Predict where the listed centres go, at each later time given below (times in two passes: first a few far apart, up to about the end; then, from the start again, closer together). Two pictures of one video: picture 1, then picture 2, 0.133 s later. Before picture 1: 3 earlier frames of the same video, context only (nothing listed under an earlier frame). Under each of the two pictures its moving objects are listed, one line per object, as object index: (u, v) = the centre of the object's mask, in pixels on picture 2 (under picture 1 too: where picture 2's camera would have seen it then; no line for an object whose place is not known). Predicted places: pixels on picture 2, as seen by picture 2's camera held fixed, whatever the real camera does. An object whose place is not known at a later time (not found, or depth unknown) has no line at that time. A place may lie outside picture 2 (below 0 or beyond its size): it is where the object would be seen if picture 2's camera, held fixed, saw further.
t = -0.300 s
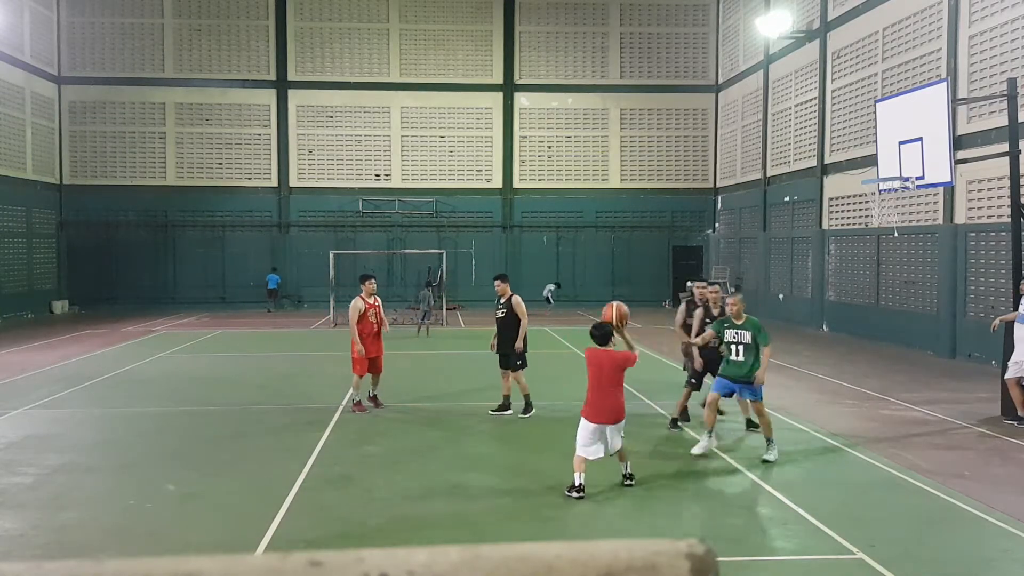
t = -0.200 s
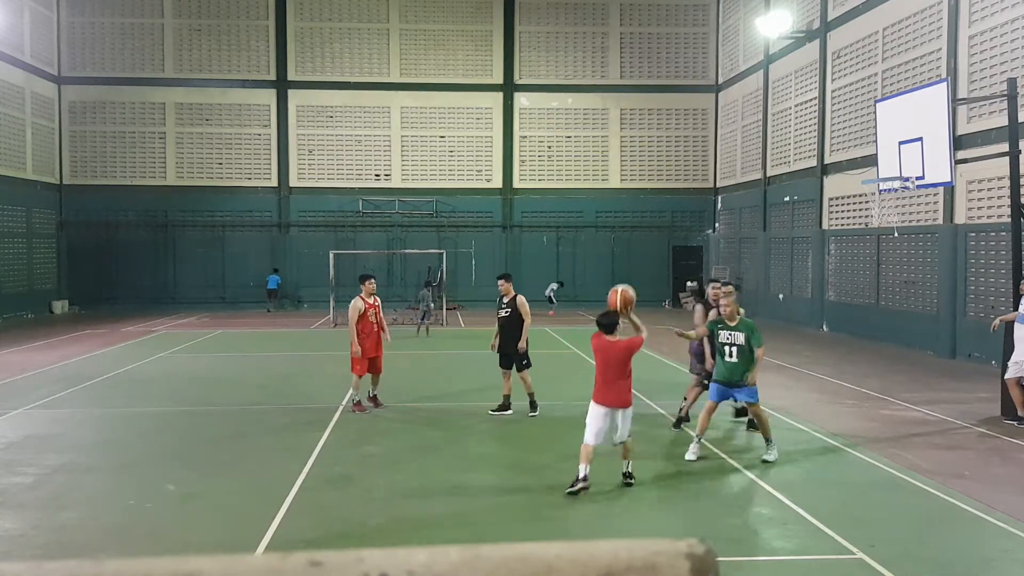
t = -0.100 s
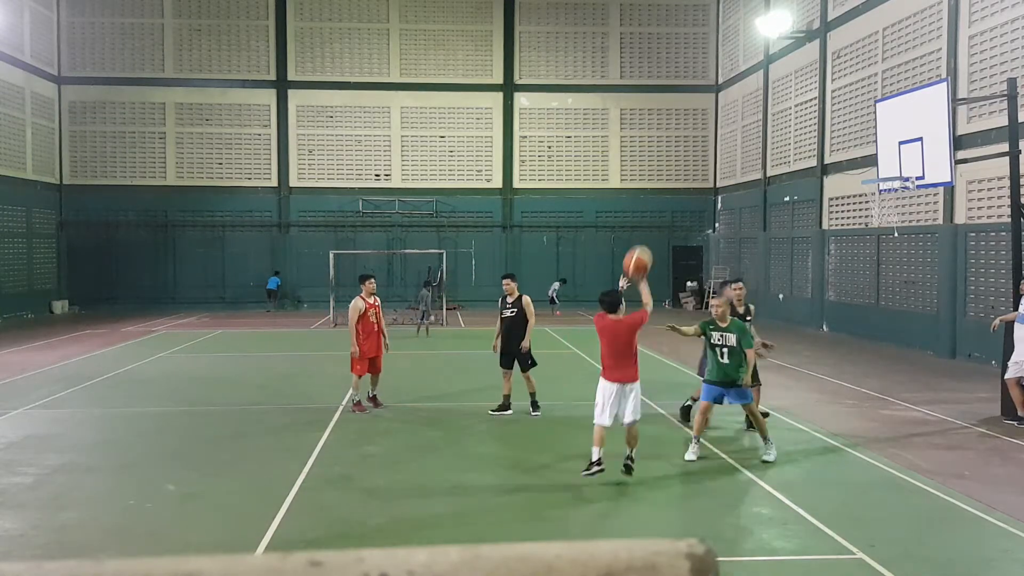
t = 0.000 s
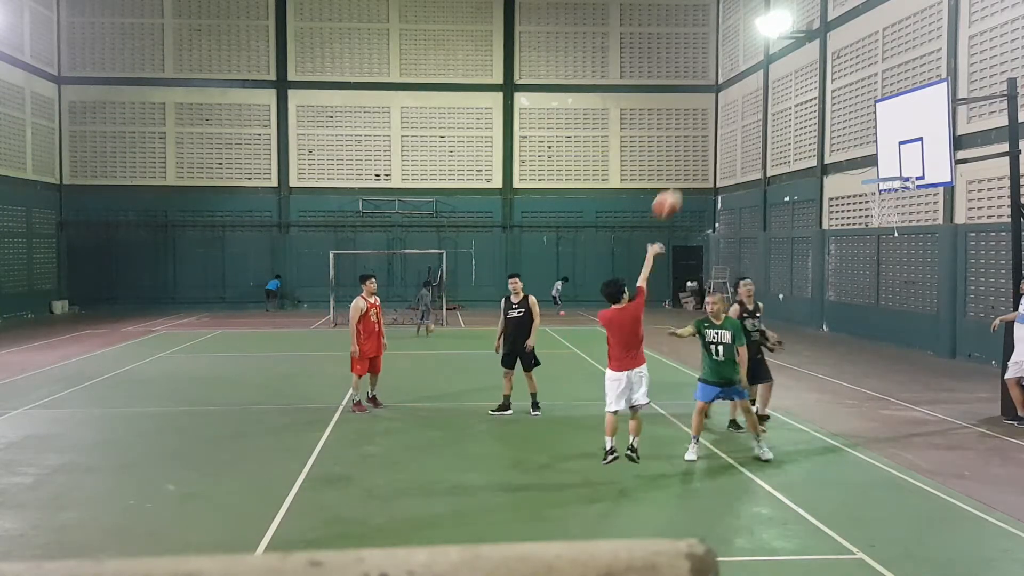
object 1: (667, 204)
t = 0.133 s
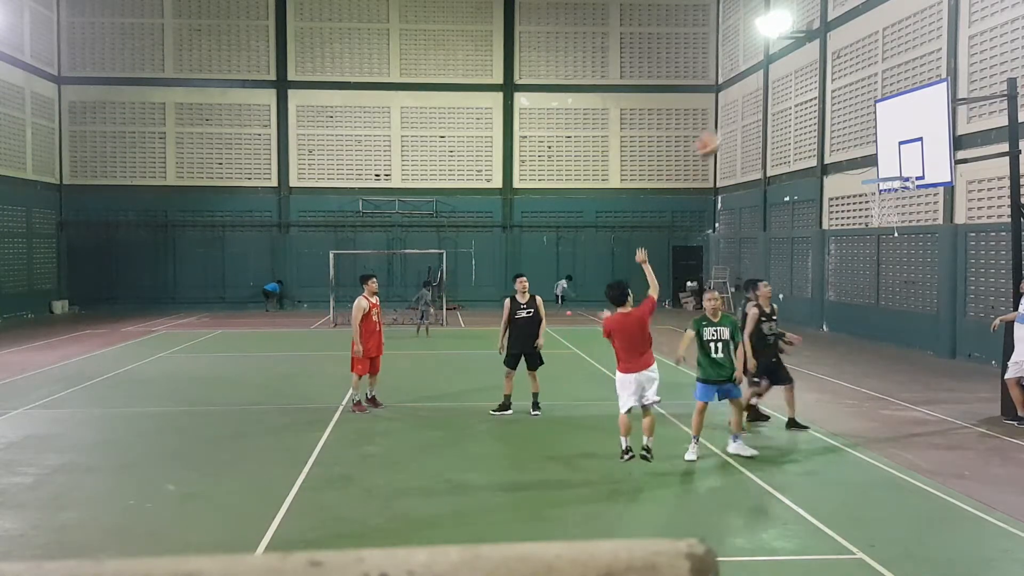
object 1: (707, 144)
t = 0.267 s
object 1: (744, 106)
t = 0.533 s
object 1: (807, 86)
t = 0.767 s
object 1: (852, 120)
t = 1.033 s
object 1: (887, 145)
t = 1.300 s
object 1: (909, 98)
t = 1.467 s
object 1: (908, 98)
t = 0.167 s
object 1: (716, 133)
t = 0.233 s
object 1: (734, 114)
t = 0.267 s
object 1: (744, 106)
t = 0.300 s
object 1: (754, 100)
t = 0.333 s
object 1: (761, 96)
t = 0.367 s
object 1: (769, 92)
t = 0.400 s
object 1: (777, 88)
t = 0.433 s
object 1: (784, 86)
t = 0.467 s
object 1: (792, 85)
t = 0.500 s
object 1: (801, 86)
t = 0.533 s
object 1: (807, 86)
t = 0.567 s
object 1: (814, 89)
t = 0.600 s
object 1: (819, 92)
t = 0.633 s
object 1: (827, 96)
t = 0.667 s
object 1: (833, 101)
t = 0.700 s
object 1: (840, 107)
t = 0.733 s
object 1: (845, 113)
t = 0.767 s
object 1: (852, 120)
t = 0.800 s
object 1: (857, 128)
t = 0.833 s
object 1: (862, 138)
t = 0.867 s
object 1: (867, 146)
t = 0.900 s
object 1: (872, 157)
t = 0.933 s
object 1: (878, 168)
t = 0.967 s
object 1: (881, 164)
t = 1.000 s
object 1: (884, 155)
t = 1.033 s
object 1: (887, 145)
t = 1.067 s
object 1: (890, 136)
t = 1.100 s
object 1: (893, 128)
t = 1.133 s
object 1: (896, 121)
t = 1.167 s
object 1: (899, 114)
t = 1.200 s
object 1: (904, 110)
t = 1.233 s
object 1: (906, 105)
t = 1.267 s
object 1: (909, 101)
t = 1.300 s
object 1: (909, 98)
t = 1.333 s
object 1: (910, 97)
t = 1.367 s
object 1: (909, 96)
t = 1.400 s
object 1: (908, 95)
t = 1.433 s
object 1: (908, 96)
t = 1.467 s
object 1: (908, 98)
